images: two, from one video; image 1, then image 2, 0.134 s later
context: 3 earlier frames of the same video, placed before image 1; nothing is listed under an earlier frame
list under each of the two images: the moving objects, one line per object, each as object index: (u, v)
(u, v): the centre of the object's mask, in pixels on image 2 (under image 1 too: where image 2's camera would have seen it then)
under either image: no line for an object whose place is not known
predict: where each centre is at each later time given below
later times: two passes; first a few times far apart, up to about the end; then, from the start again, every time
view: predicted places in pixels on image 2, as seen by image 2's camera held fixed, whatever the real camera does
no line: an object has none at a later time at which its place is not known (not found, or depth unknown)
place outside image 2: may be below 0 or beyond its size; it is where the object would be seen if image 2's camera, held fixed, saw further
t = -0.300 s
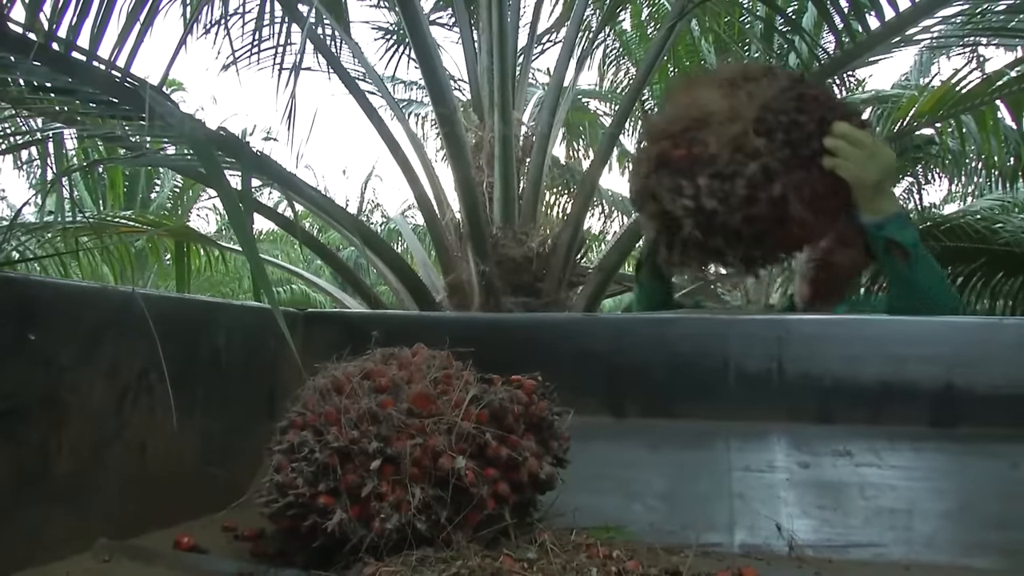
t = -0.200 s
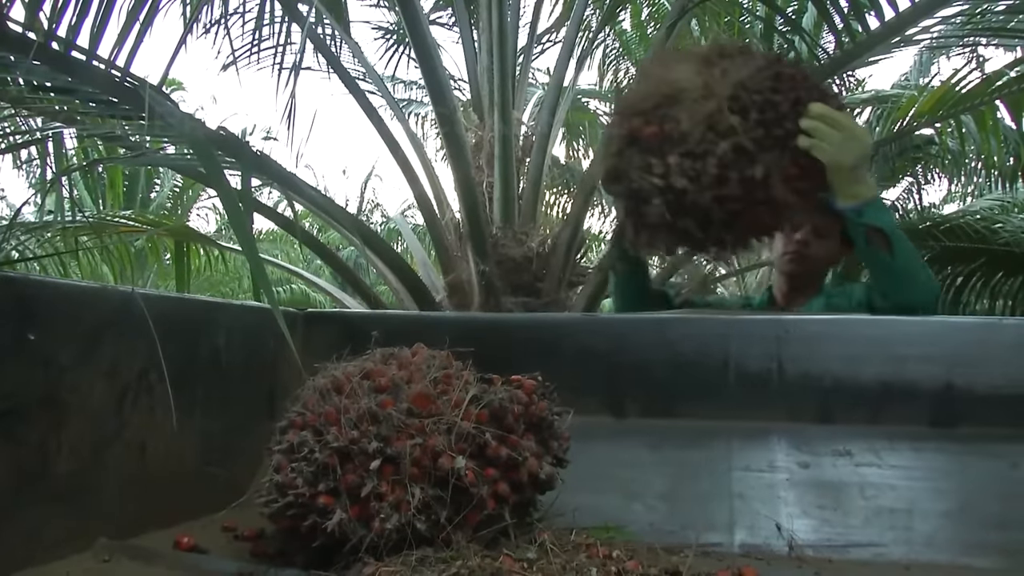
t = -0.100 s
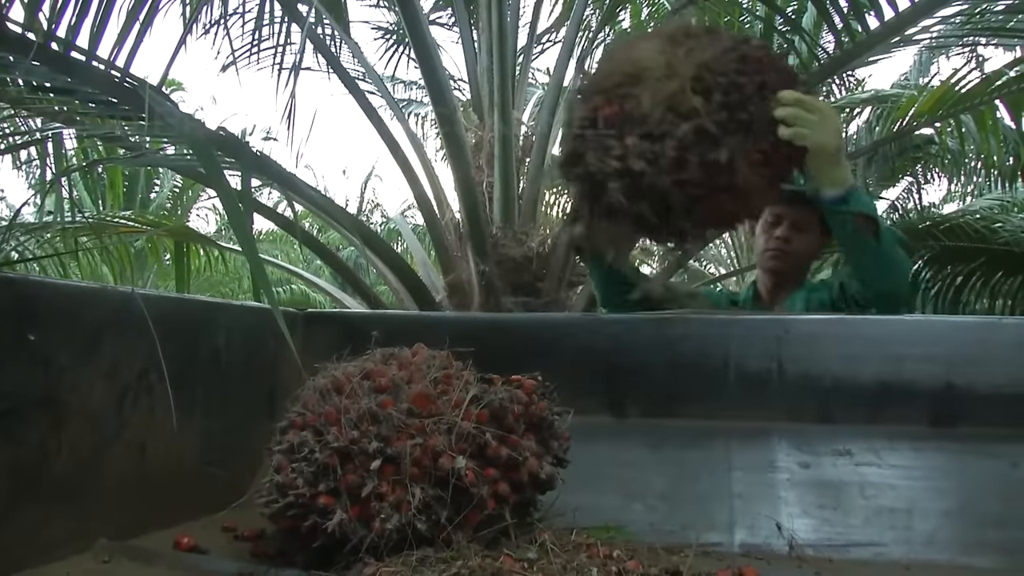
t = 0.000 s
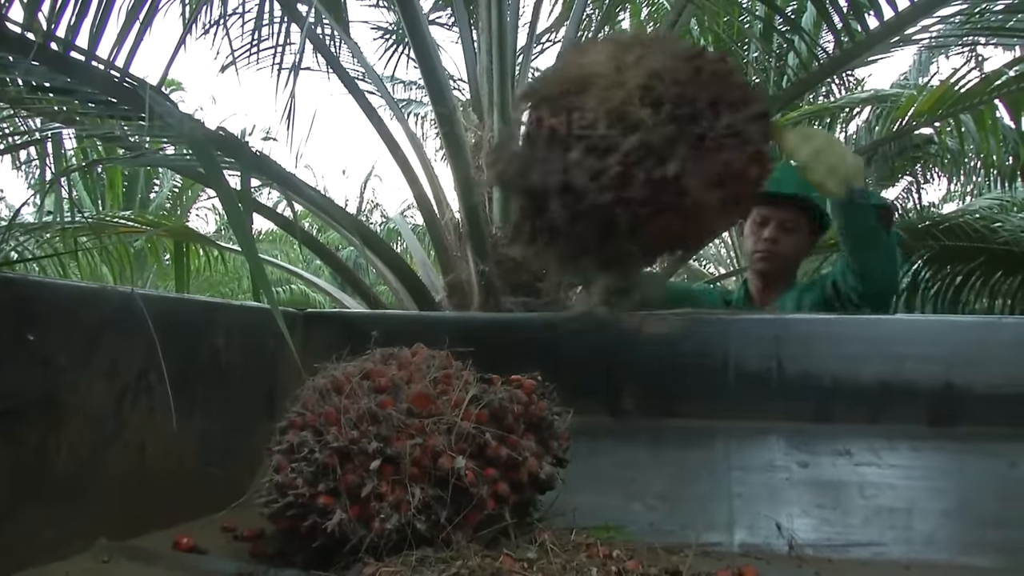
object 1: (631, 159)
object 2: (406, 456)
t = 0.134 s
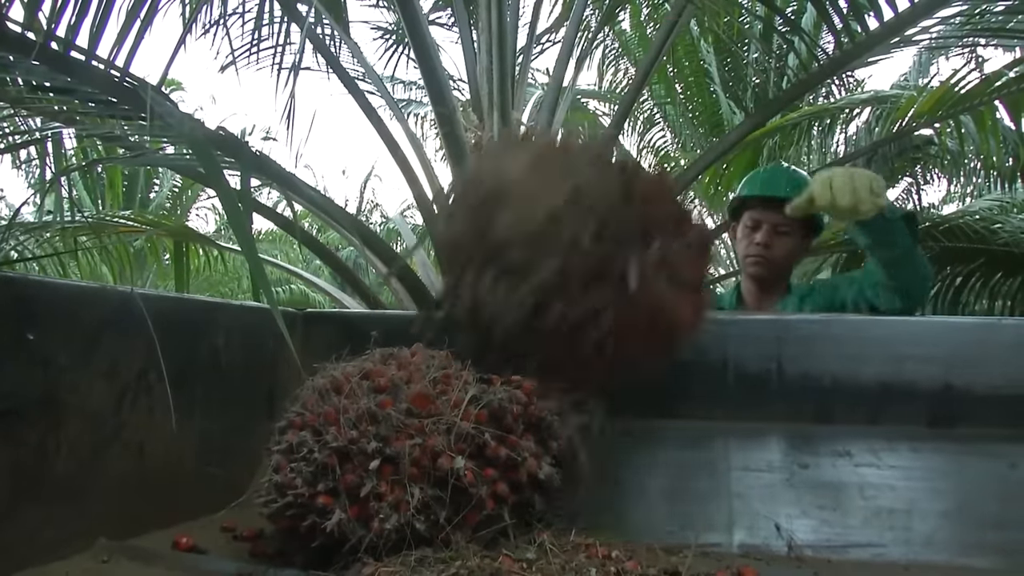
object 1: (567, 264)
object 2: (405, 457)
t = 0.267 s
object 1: (566, 356)
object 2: (355, 461)
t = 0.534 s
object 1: (646, 416)
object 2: (345, 461)
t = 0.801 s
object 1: (648, 415)
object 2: (349, 459)
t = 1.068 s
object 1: (633, 418)
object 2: (350, 459)
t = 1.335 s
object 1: (634, 418)
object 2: (352, 459)
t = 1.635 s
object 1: (634, 419)
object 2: (351, 460)
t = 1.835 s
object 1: (635, 420)
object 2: (351, 460)
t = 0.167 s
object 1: (559, 298)
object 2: (384, 466)
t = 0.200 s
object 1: (559, 329)
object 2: (374, 463)
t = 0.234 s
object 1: (561, 344)
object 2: (358, 460)
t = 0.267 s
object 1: (566, 356)
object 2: (355, 461)
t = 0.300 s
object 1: (574, 372)
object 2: (348, 461)
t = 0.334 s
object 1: (587, 388)
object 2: (349, 461)
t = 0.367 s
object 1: (598, 399)
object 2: (346, 461)
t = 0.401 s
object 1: (611, 413)
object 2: (349, 462)
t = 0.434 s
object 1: (619, 412)
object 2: (347, 462)
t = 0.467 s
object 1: (631, 411)
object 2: (346, 461)
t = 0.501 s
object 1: (639, 414)
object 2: (345, 460)
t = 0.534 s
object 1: (646, 416)
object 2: (345, 461)
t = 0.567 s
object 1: (646, 413)
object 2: (345, 461)
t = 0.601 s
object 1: (647, 412)
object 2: (345, 460)
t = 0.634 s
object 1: (652, 414)
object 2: (346, 461)
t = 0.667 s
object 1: (650, 415)
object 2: (348, 461)
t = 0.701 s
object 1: (651, 416)
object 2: (348, 460)
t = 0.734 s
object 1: (653, 416)
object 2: (349, 459)
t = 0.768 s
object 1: (651, 415)
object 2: (349, 459)
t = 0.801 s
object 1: (648, 415)
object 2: (349, 459)
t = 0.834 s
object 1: (645, 416)
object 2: (349, 459)
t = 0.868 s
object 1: (642, 416)
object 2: (350, 459)
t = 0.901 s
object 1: (640, 416)
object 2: (350, 459)
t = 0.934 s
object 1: (638, 417)
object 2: (351, 459)
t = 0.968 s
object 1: (636, 418)
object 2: (352, 459)
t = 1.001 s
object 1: (634, 418)
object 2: (350, 459)
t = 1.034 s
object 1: (633, 418)
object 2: (350, 459)
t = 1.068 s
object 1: (633, 418)
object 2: (350, 459)
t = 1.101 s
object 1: (633, 418)
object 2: (350, 459)
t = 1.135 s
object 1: (634, 417)
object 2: (351, 459)
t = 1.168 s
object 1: (634, 417)
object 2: (350, 459)
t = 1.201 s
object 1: (634, 417)
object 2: (350, 459)
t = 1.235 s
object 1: (634, 418)
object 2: (351, 460)
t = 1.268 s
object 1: (634, 418)
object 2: (351, 459)
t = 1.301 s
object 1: (634, 418)
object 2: (352, 459)
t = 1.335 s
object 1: (634, 418)
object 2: (352, 459)
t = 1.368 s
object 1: (634, 418)
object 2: (351, 458)
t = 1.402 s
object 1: (634, 418)
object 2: (351, 459)
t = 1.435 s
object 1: (634, 419)
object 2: (351, 460)
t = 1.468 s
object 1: (634, 419)
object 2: (351, 460)
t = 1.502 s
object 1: (634, 419)
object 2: (350, 460)
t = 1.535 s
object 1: (634, 419)
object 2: (350, 460)
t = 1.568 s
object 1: (634, 419)
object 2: (350, 459)
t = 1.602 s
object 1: (634, 419)
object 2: (350, 459)
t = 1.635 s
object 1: (634, 419)
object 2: (351, 460)
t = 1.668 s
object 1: (634, 419)
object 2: (350, 460)
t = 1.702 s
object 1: (634, 419)
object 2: (351, 460)
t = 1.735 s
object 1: (634, 420)
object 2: (351, 460)
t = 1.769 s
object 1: (634, 420)
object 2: (351, 460)
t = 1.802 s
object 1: (635, 420)
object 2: (351, 460)
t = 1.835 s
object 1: (635, 420)
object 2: (351, 460)
